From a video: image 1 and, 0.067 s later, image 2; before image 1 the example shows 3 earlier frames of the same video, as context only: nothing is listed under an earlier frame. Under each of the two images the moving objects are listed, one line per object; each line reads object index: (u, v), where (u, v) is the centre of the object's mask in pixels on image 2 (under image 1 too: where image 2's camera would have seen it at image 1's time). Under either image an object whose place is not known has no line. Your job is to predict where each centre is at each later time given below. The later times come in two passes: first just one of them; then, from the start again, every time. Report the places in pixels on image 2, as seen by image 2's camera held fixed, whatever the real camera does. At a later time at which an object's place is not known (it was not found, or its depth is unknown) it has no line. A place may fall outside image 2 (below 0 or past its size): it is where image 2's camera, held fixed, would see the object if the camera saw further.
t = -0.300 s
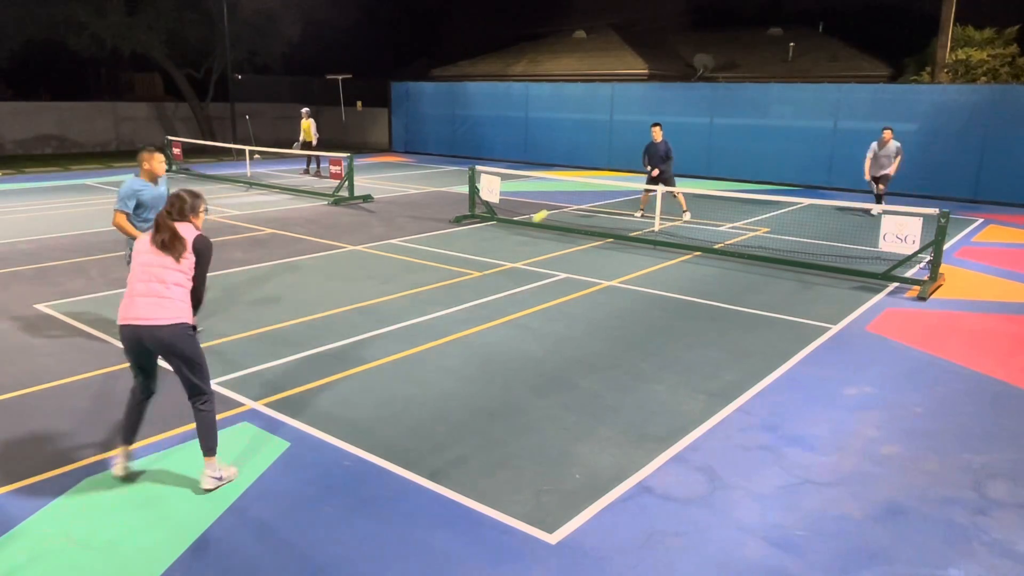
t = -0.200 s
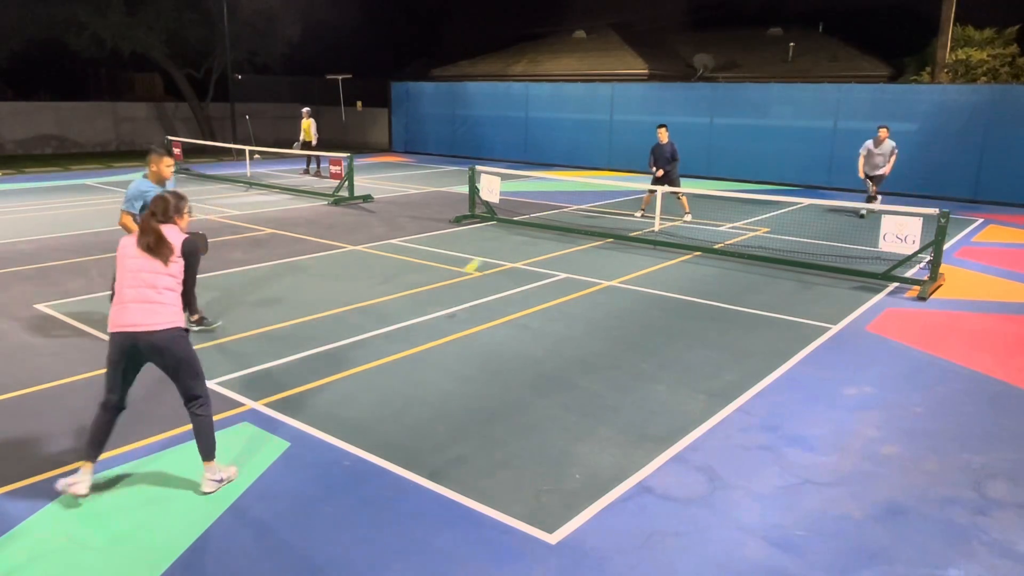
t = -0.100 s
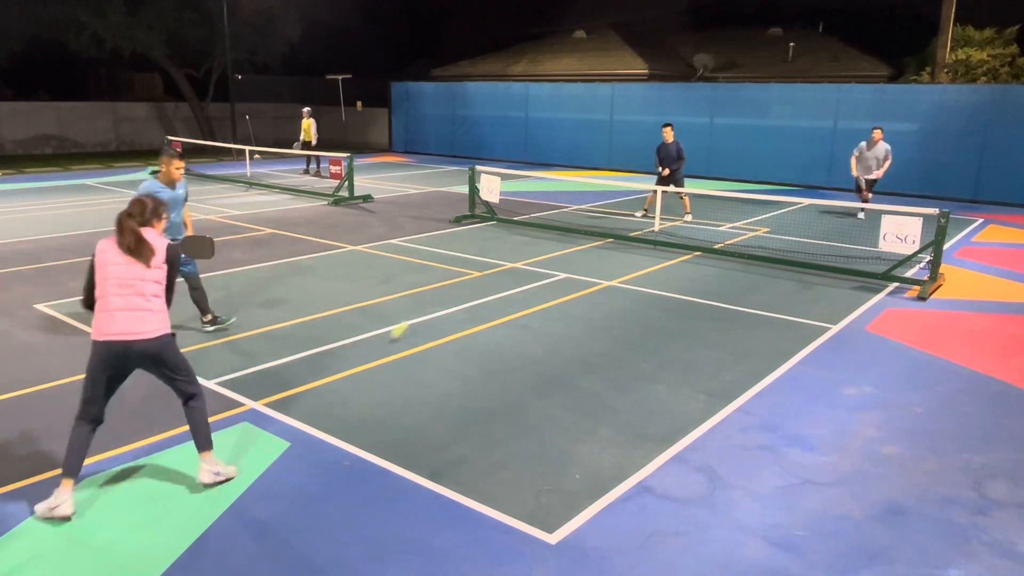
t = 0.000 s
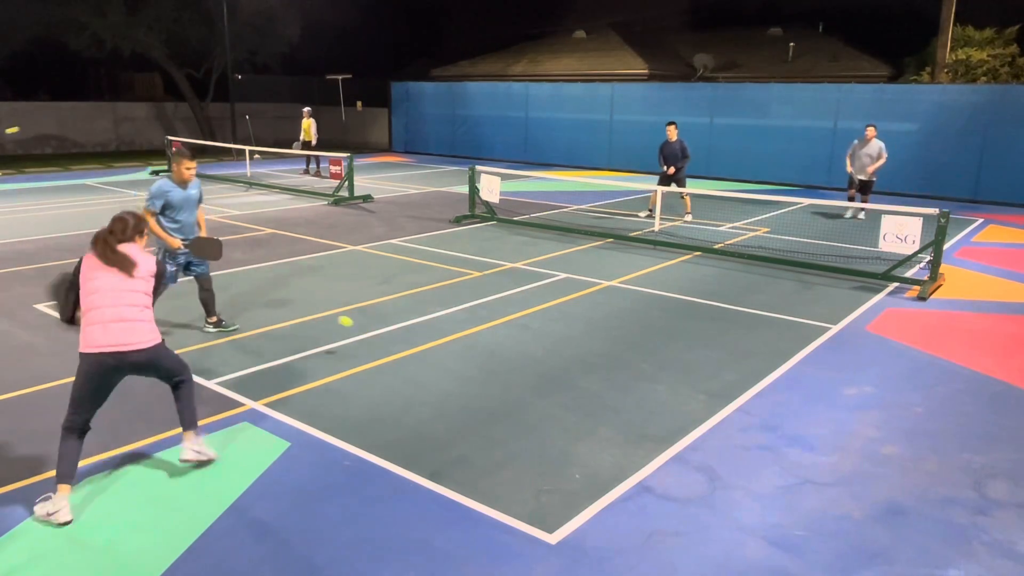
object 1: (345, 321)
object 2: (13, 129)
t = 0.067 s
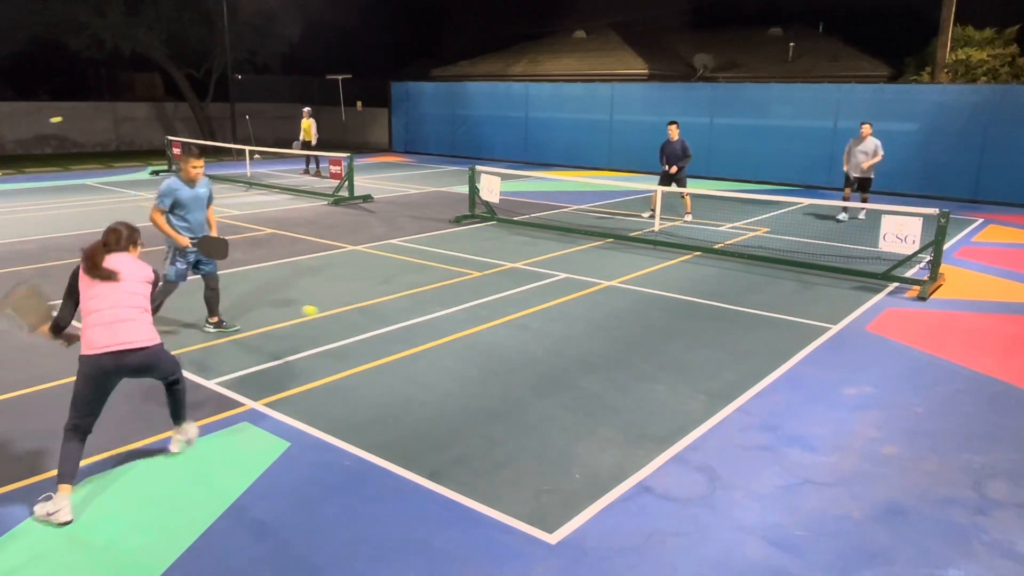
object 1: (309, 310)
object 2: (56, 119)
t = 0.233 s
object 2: (146, 107)
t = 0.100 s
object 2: (76, 116)
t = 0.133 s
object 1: (272, 305)
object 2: (95, 113)
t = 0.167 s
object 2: (113, 110)
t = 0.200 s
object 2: (130, 108)
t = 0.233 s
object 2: (146, 107)
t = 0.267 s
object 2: (161, 107)
